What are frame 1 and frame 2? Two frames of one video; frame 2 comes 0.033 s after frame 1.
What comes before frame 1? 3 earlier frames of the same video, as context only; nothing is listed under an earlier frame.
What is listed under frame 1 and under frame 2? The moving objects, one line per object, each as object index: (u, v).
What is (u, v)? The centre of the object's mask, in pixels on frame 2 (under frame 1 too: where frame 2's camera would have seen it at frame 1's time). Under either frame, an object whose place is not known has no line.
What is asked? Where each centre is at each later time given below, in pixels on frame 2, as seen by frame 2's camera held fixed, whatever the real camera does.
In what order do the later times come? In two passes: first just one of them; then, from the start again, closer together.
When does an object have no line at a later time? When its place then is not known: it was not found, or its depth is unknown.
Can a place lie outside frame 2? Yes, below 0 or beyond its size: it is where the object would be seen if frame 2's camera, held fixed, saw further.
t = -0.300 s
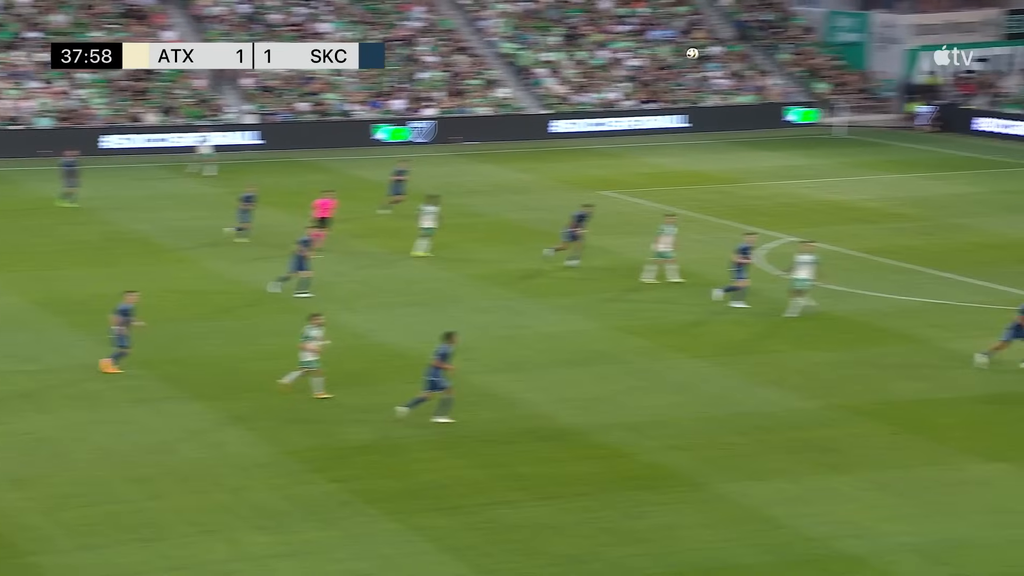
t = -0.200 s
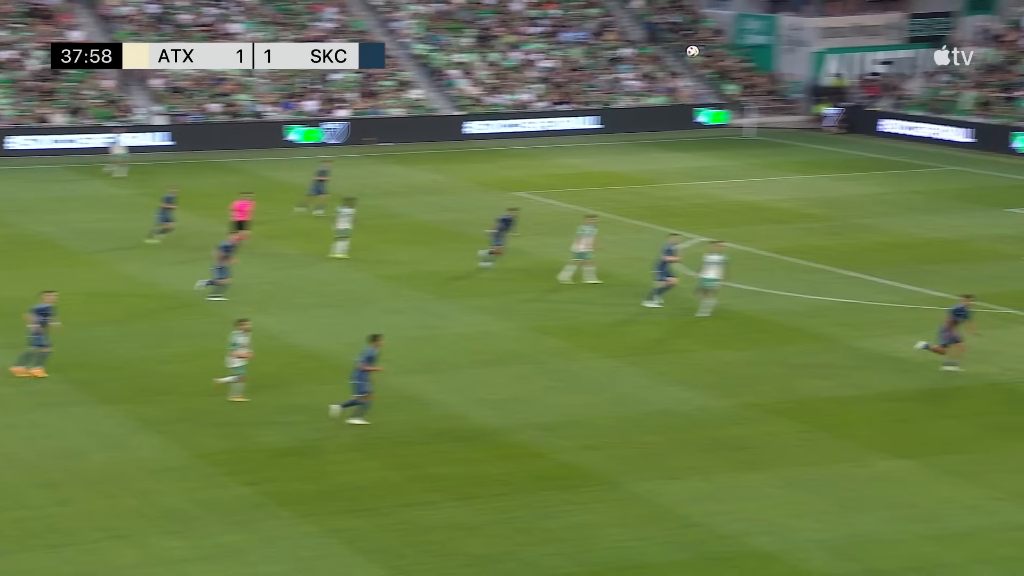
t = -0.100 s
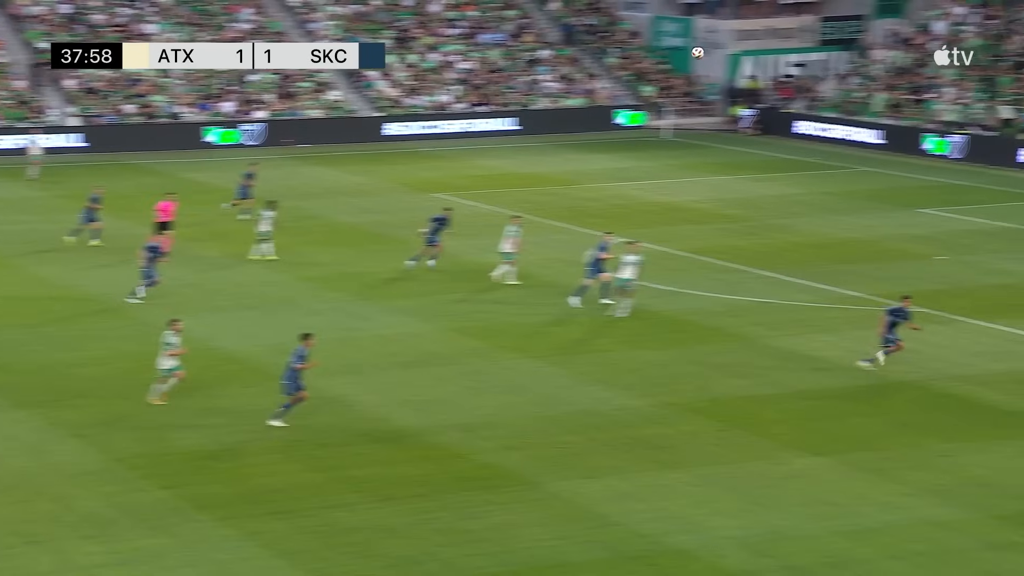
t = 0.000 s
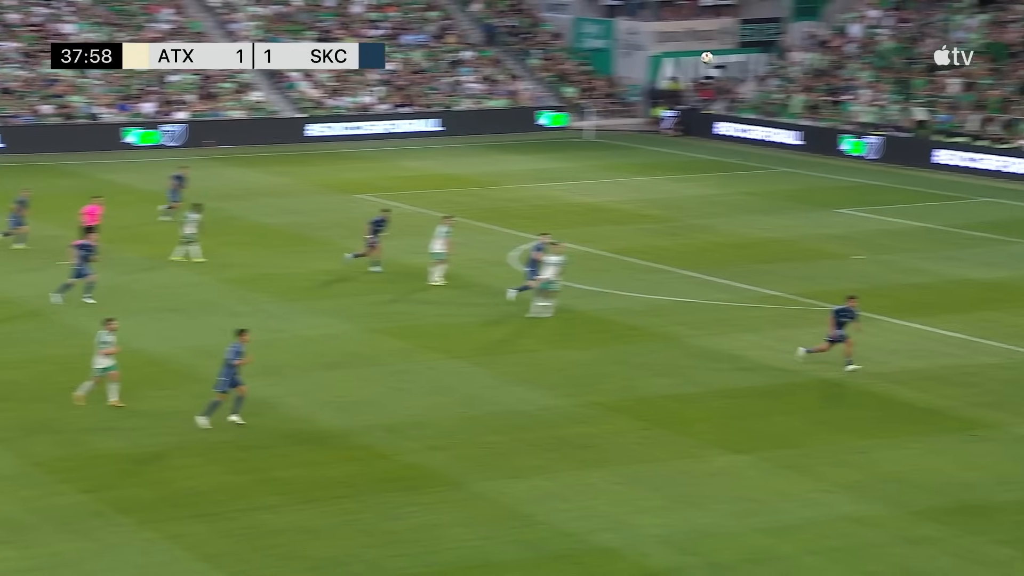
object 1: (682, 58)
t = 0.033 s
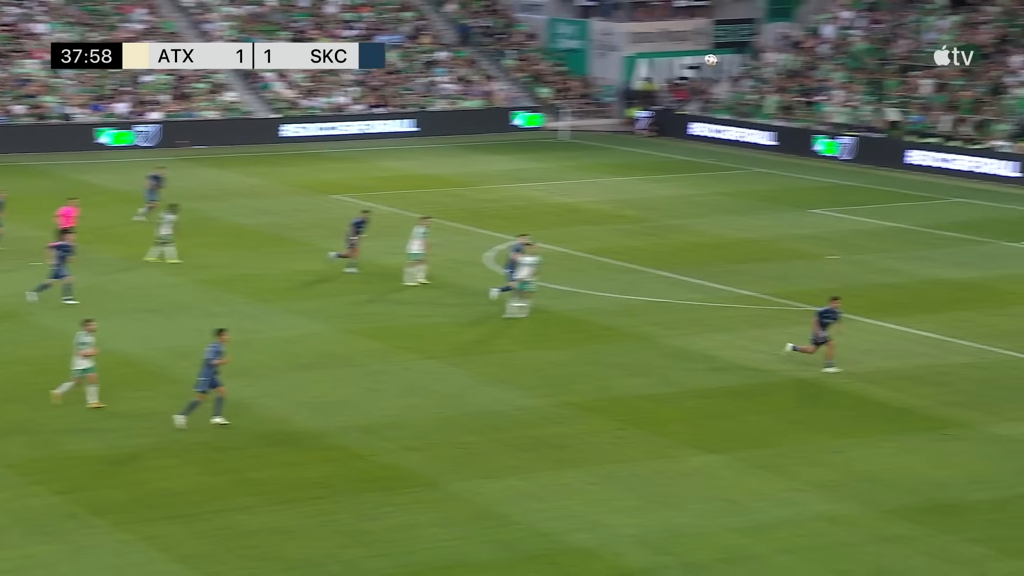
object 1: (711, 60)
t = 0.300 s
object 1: (945, 87)
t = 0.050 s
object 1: (725, 61)
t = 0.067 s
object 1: (740, 62)
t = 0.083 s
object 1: (754, 63)
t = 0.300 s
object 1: (945, 87)
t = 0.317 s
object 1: (960, 89)
